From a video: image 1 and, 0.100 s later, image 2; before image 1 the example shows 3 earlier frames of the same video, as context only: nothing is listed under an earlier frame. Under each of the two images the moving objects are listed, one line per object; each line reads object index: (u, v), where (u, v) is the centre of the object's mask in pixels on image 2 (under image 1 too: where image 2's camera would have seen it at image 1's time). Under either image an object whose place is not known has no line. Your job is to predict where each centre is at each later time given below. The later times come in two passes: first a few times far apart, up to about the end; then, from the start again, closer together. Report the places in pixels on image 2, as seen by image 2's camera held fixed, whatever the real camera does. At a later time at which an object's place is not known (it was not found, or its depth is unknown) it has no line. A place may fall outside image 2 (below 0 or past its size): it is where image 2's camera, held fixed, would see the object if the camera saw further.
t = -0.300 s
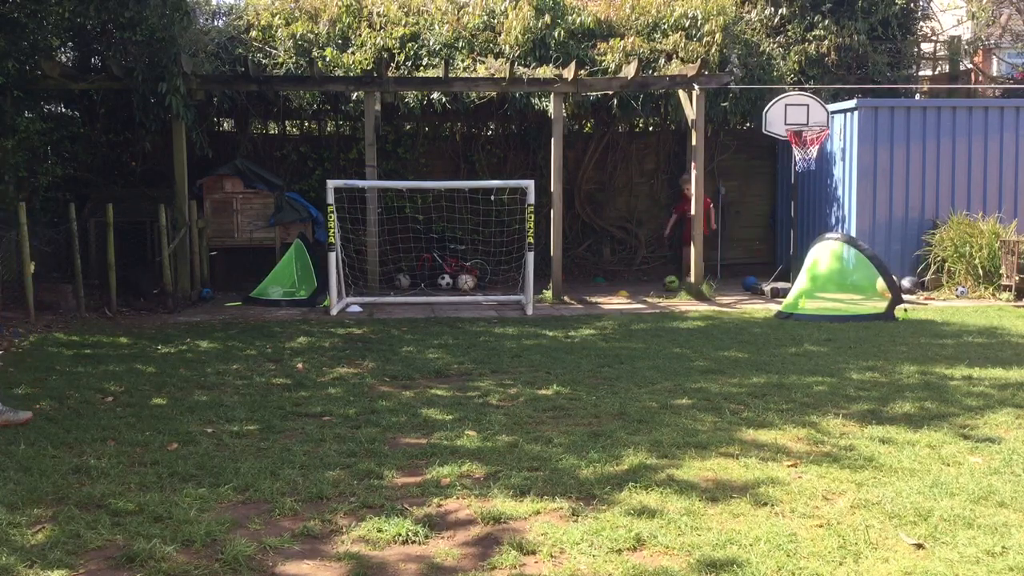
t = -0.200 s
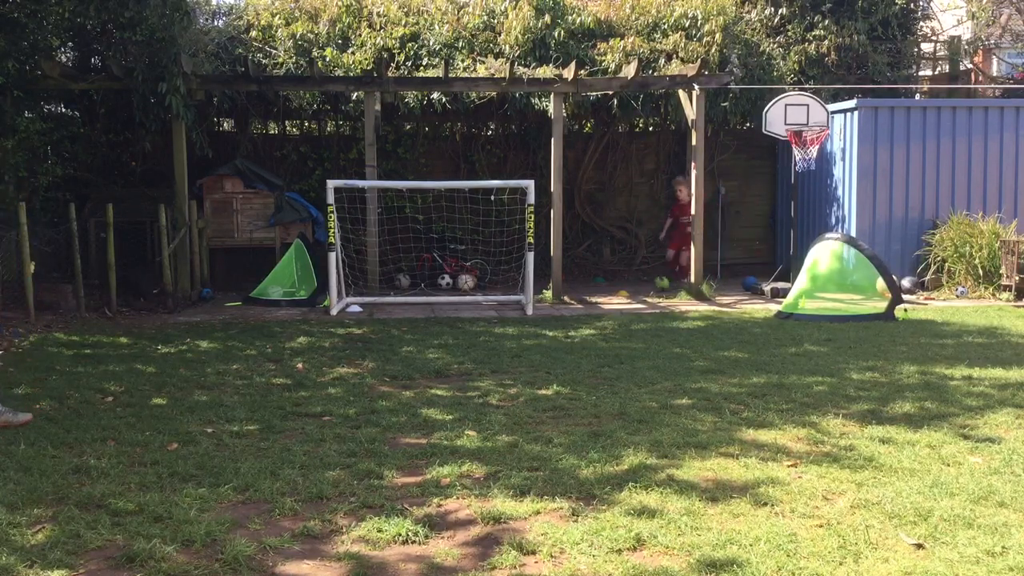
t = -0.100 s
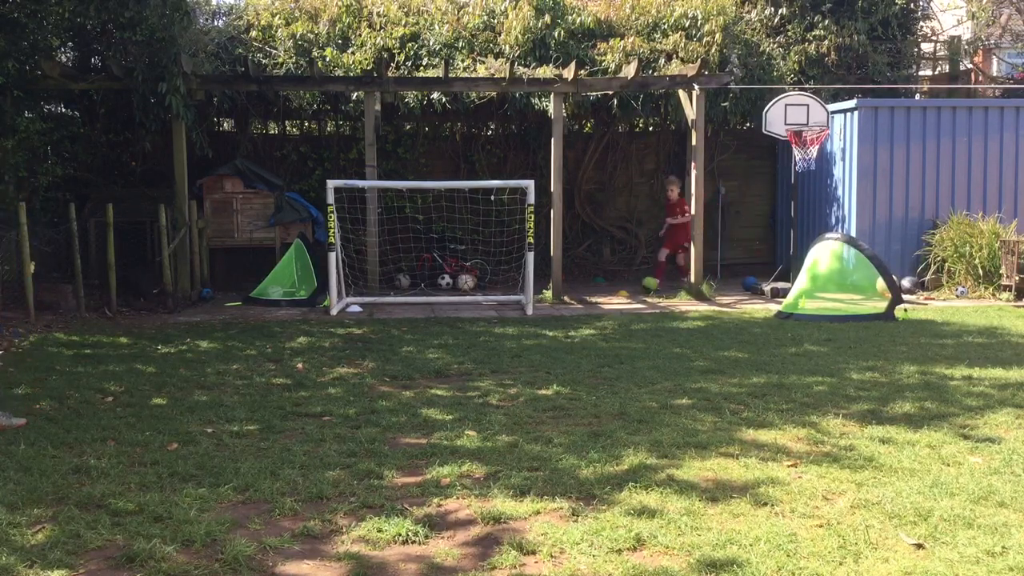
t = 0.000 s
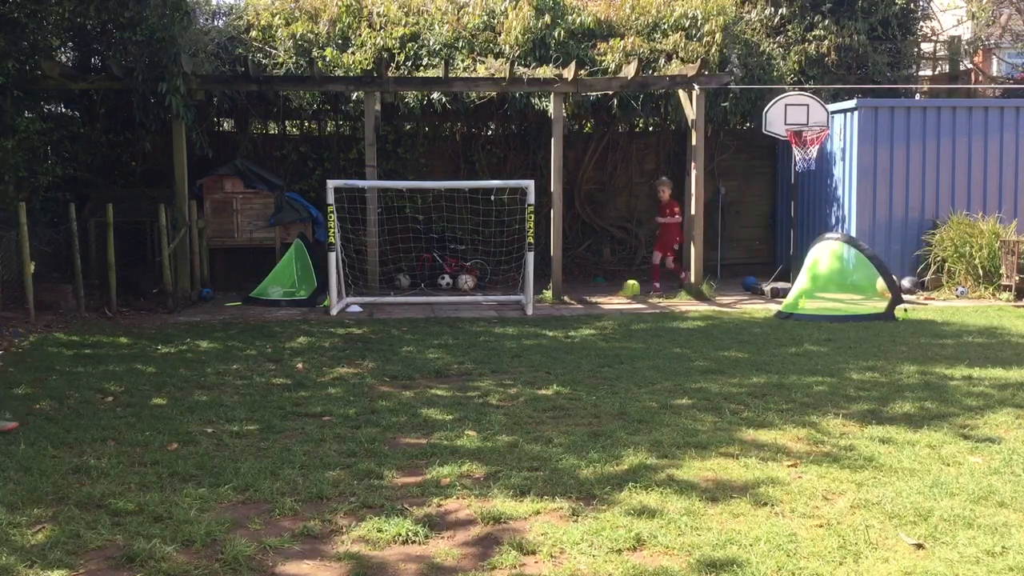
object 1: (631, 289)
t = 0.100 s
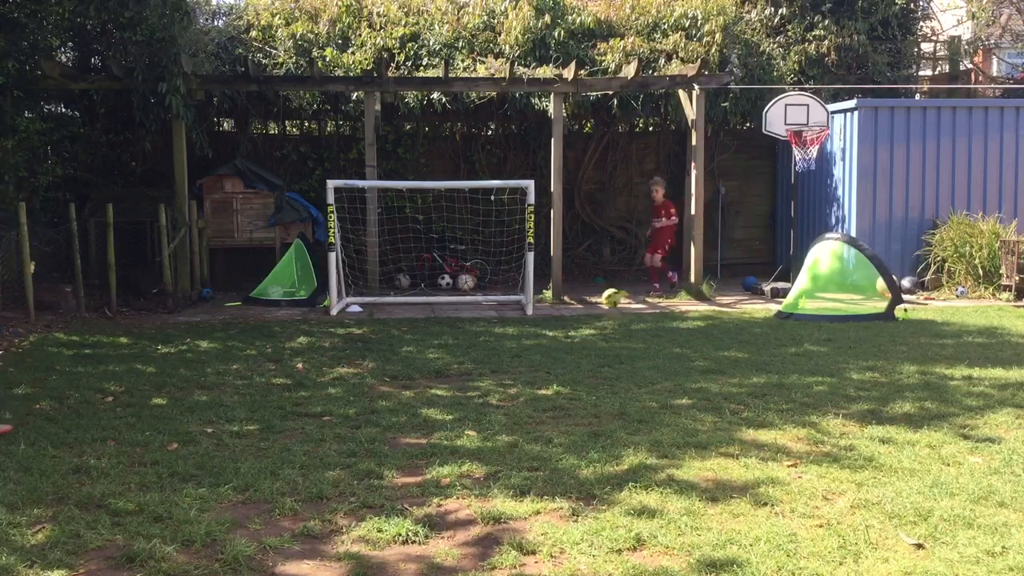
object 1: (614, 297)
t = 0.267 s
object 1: (577, 306)
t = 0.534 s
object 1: (520, 311)
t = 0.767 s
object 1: (465, 326)
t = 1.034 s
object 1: (390, 331)
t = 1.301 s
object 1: (293, 356)
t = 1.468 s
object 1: (212, 381)
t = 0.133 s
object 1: (605, 298)
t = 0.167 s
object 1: (598, 299)
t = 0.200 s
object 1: (591, 303)
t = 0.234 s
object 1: (584, 305)
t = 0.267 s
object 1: (577, 306)
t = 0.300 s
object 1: (569, 307)
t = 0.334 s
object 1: (561, 309)
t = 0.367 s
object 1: (554, 314)
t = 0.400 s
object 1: (548, 311)
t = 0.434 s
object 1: (540, 310)
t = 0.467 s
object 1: (535, 308)
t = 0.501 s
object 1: (527, 309)
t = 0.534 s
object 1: (520, 311)
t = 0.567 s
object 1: (514, 313)
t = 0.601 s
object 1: (506, 319)
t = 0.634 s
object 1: (499, 324)
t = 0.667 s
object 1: (489, 325)
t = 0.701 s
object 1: (482, 325)
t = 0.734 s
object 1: (473, 324)
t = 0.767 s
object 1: (465, 326)
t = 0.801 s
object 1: (456, 328)
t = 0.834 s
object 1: (446, 333)
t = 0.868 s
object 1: (436, 339)
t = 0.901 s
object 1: (427, 337)
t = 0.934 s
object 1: (419, 334)
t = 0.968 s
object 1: (410, 331)
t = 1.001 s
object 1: (400, 330)
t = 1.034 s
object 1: (390, 331)
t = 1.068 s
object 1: (379, 334)
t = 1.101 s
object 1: (368, 339)
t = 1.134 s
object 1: (357, 346)
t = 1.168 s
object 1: (345, 356)
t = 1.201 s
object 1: (333, 366)
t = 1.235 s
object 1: (320, 362)
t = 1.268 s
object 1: (306, 357)
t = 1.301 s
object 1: (293, 356)
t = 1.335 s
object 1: (278, 357)
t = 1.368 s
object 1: (262, 359)
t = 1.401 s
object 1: (246, 364)
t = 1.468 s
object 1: (212, 381)
